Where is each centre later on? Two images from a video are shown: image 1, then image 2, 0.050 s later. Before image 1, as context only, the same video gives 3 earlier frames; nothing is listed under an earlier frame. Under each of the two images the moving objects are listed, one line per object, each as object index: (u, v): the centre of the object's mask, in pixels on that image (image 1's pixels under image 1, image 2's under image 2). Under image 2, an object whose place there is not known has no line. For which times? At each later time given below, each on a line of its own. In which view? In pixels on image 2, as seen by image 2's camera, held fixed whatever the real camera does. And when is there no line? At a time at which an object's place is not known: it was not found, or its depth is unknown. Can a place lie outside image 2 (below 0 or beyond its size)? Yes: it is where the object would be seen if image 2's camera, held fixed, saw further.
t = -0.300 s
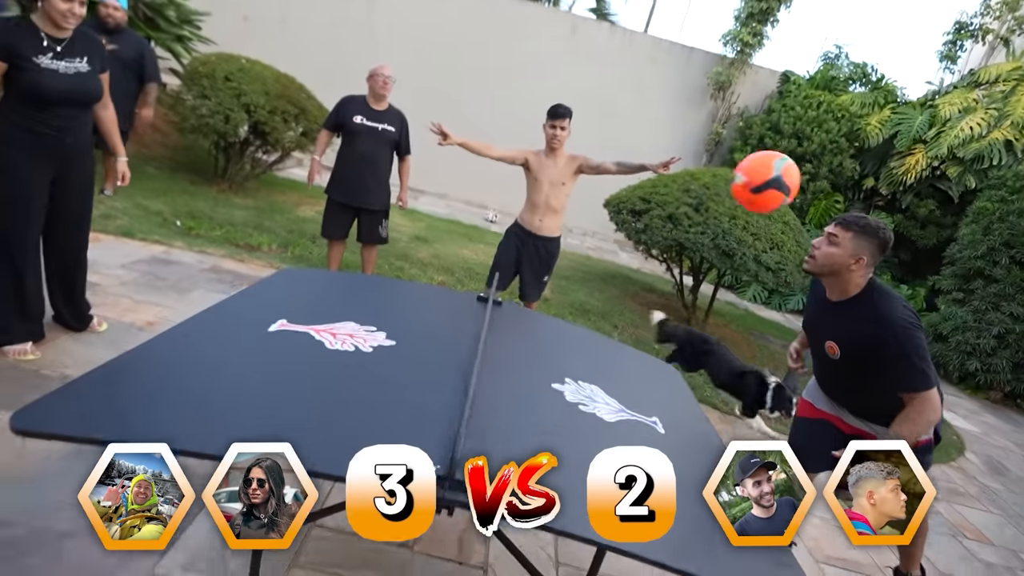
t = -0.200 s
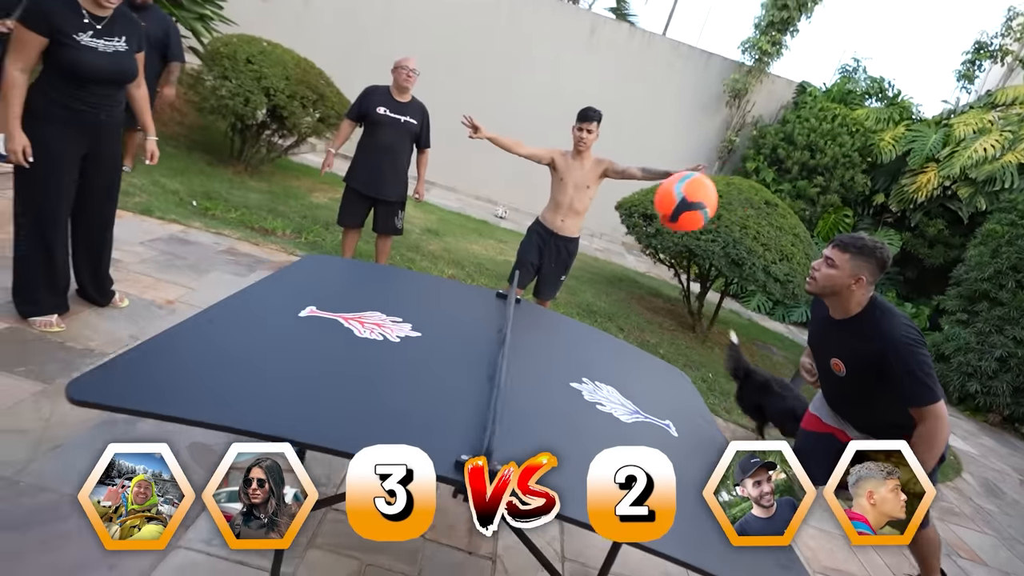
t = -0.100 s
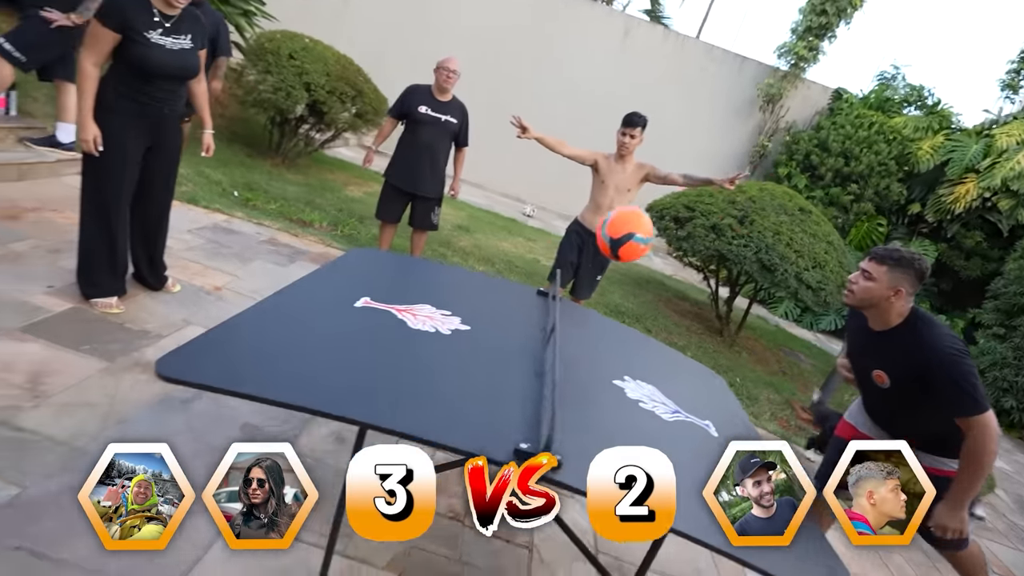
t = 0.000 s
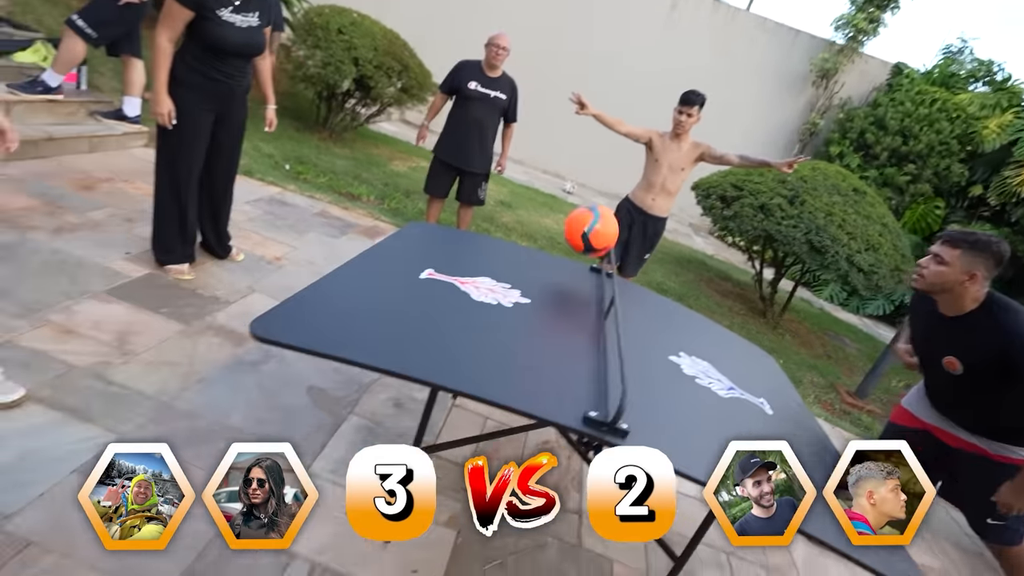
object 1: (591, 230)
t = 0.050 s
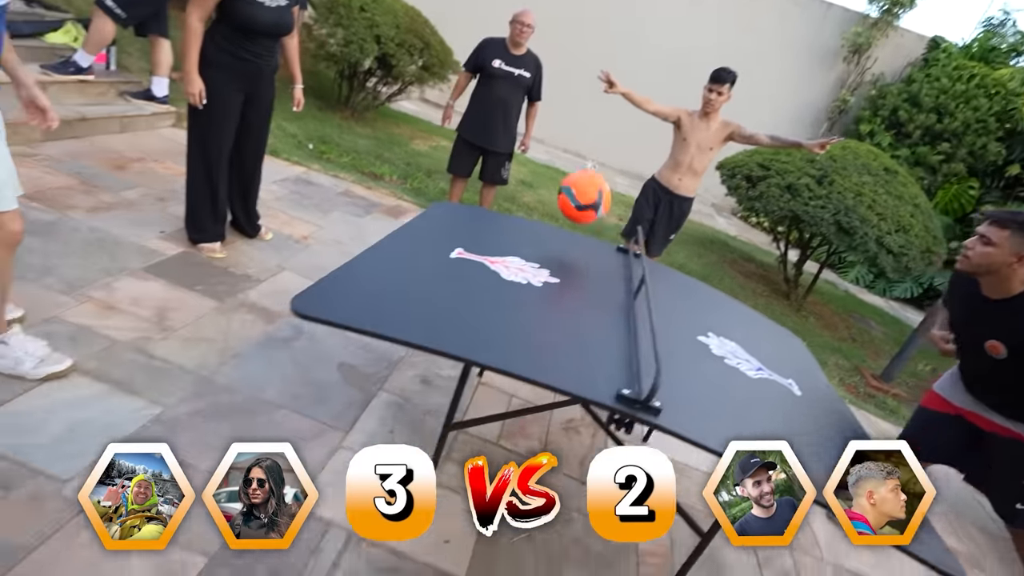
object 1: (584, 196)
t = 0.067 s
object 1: (572, 193)
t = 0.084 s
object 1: (560, 191)
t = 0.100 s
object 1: (549, 189)
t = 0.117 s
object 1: (537, 188)
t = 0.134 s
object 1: (525, 187)
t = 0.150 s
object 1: (512, 187)
